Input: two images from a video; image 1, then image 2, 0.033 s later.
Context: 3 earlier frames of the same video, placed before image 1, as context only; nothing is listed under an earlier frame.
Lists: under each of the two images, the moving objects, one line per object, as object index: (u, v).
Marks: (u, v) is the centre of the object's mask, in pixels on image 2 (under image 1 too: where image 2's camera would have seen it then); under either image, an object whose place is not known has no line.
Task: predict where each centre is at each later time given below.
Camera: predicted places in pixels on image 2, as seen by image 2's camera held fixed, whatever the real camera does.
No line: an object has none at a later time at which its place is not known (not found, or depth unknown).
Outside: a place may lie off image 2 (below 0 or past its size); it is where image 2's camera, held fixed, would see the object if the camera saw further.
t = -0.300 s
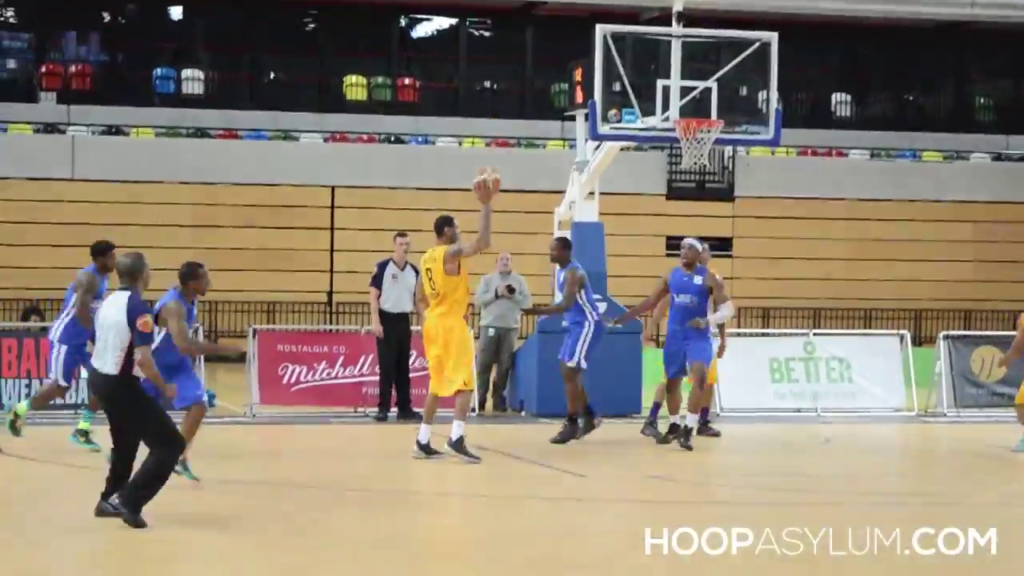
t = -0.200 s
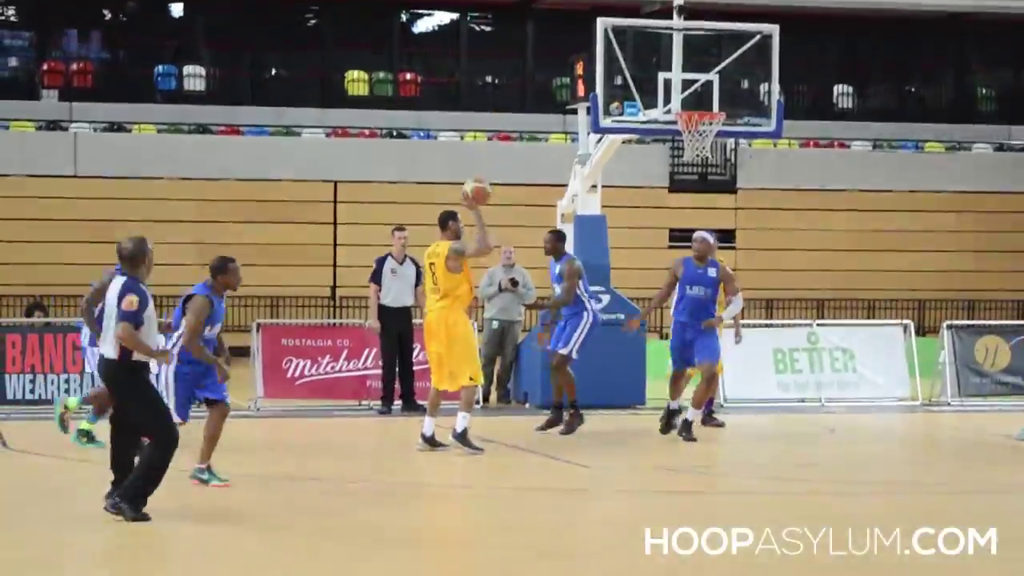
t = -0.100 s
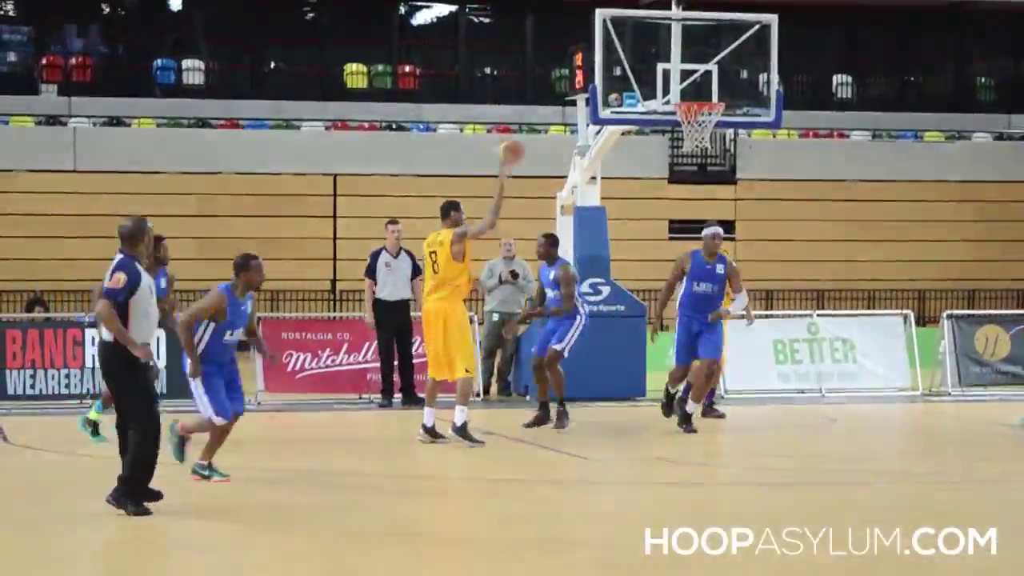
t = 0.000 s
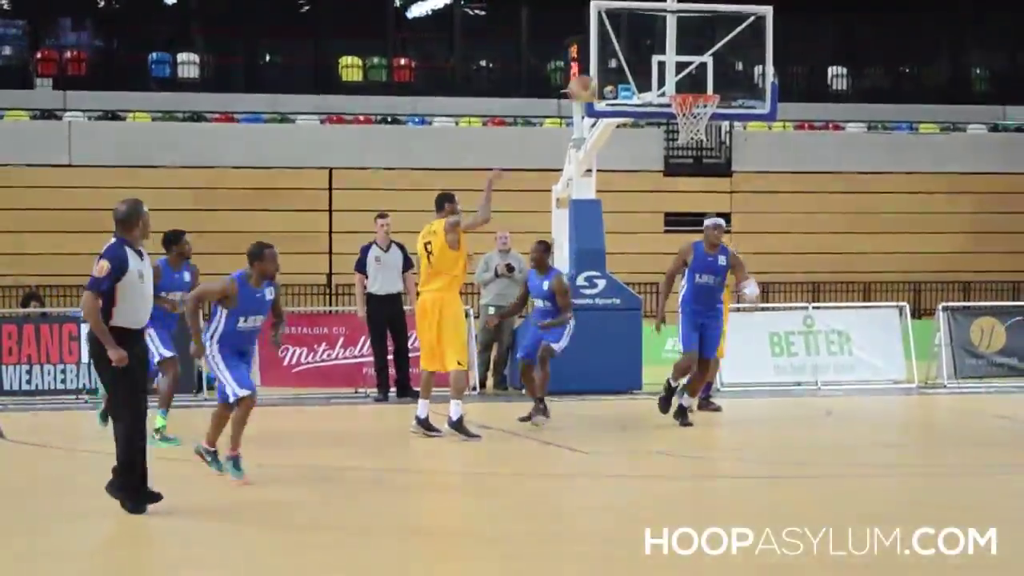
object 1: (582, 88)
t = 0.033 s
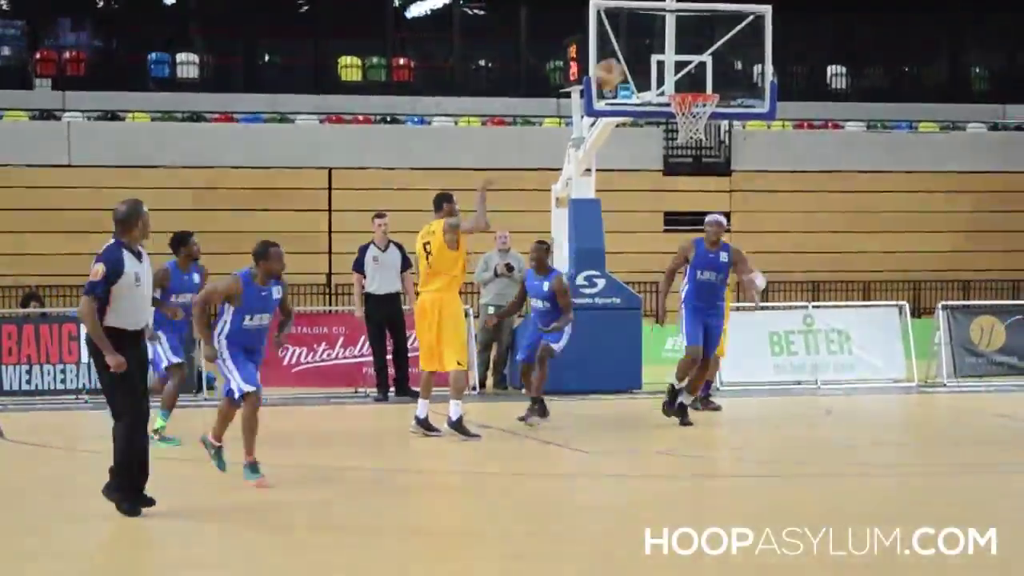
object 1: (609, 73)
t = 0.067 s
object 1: (634, 60)
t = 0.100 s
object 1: (659, 48)
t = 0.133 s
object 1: (688, 36)
